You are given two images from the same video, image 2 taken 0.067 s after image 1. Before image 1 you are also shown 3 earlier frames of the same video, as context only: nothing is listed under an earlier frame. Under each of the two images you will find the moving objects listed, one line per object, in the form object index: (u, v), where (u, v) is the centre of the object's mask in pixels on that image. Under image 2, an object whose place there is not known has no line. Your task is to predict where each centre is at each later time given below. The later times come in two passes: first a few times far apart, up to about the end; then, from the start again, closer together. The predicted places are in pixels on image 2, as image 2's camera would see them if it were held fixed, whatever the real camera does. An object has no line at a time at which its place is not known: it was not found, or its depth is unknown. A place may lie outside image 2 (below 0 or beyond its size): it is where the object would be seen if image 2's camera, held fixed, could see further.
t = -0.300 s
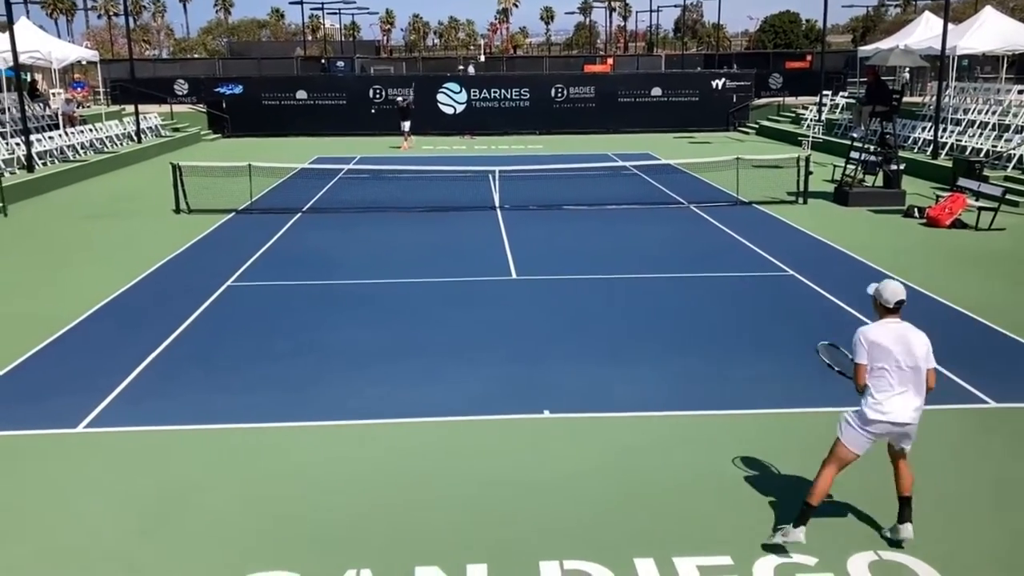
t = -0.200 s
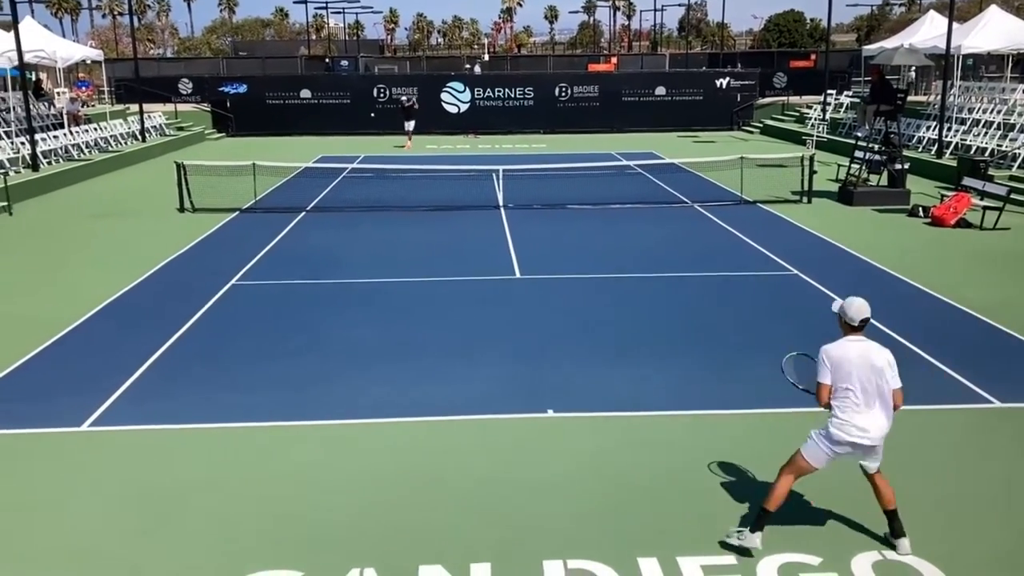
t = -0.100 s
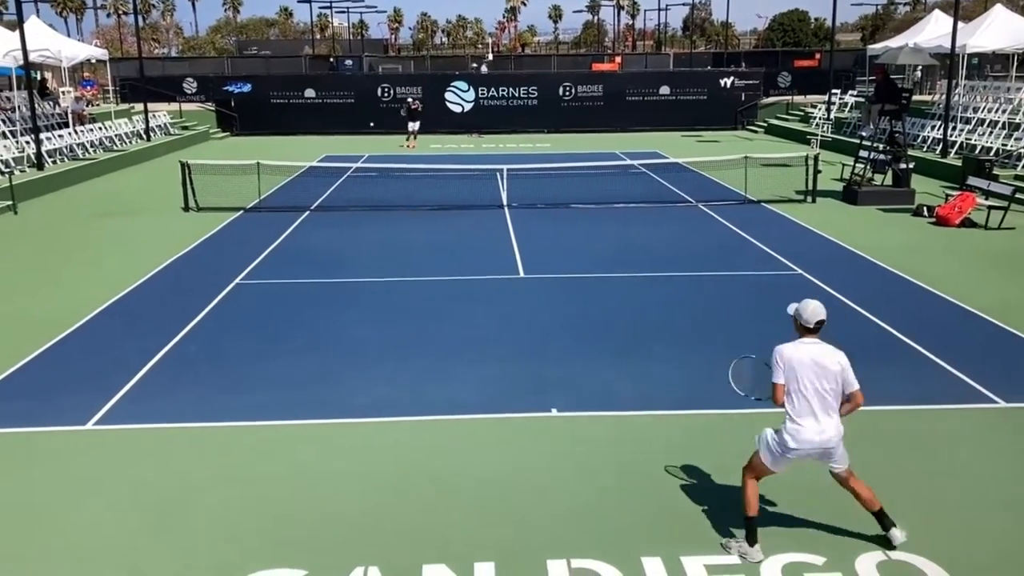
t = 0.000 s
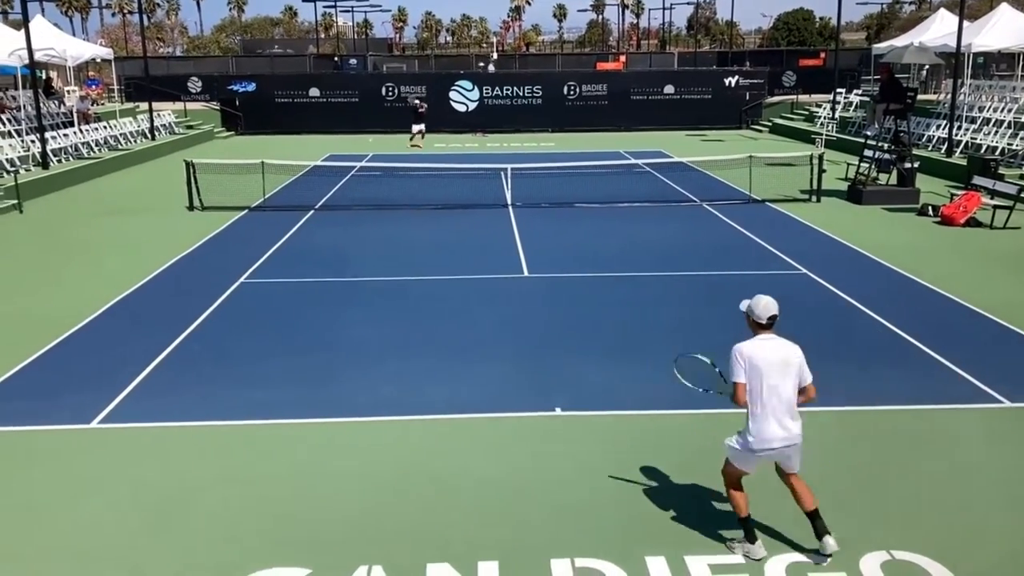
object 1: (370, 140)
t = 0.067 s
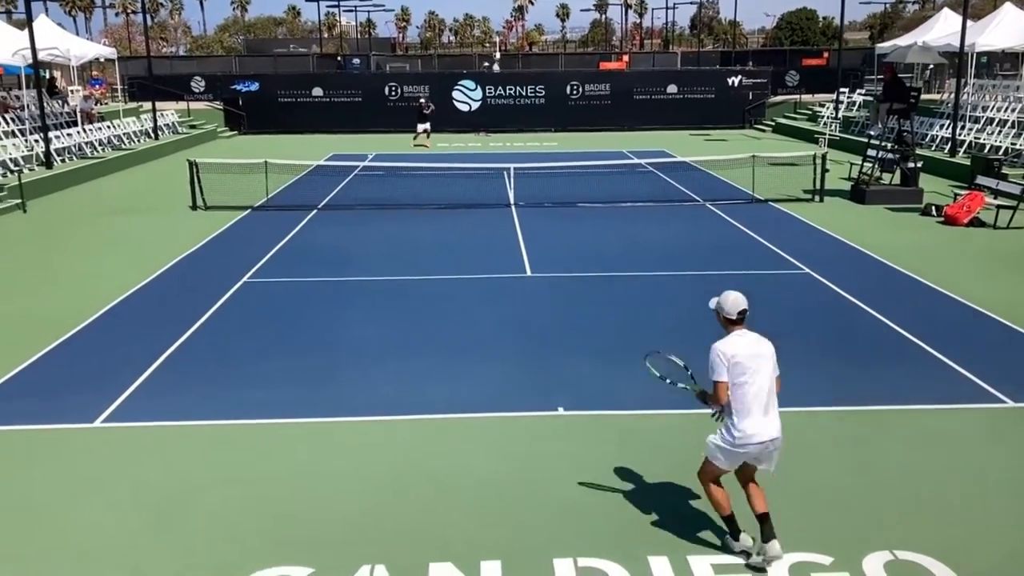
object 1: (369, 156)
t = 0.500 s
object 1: (321, 316)
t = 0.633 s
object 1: (298, 342)
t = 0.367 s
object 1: (338, 309)
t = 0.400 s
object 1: (334, 314)
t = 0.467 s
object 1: (325, 313)
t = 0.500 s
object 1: (321, 316)
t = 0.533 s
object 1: (315, 319)
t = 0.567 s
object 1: (310, 325)
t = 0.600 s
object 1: (304, 332)
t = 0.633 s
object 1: (298, 342)
